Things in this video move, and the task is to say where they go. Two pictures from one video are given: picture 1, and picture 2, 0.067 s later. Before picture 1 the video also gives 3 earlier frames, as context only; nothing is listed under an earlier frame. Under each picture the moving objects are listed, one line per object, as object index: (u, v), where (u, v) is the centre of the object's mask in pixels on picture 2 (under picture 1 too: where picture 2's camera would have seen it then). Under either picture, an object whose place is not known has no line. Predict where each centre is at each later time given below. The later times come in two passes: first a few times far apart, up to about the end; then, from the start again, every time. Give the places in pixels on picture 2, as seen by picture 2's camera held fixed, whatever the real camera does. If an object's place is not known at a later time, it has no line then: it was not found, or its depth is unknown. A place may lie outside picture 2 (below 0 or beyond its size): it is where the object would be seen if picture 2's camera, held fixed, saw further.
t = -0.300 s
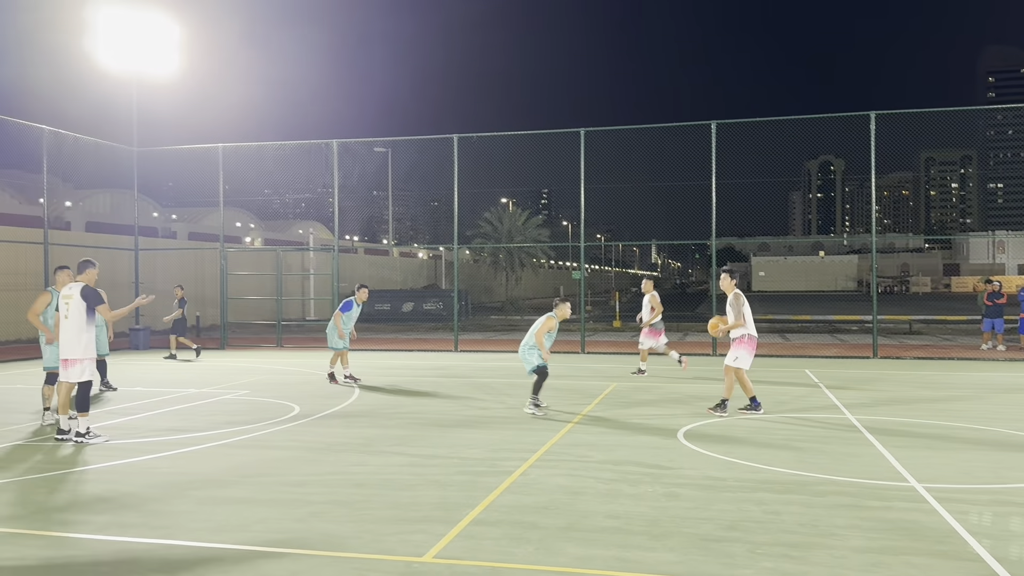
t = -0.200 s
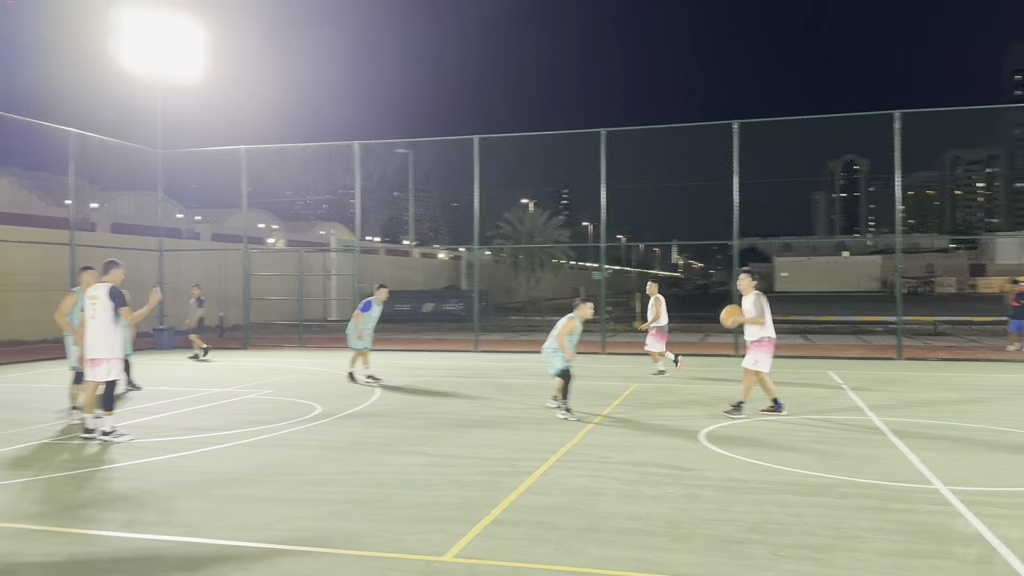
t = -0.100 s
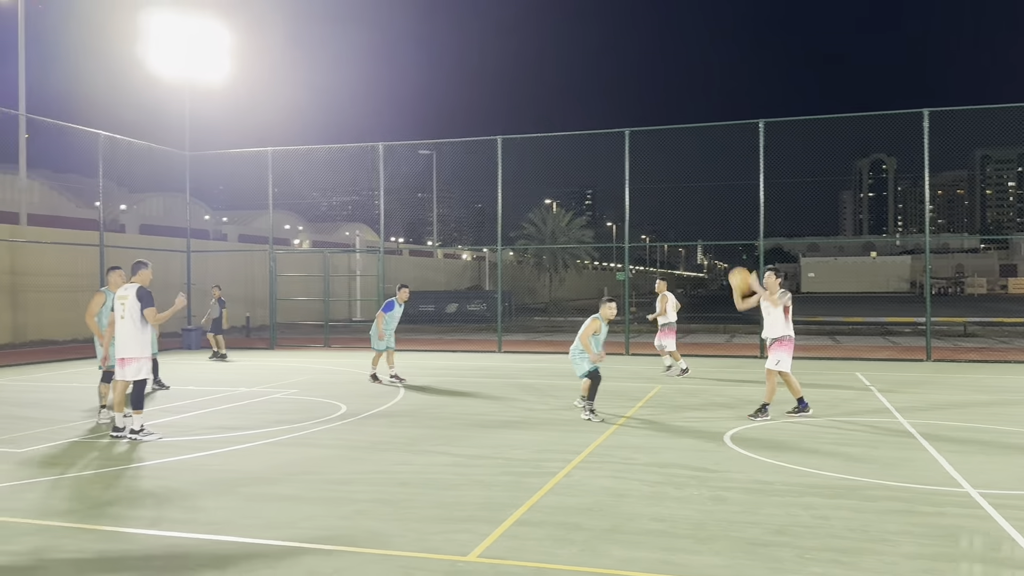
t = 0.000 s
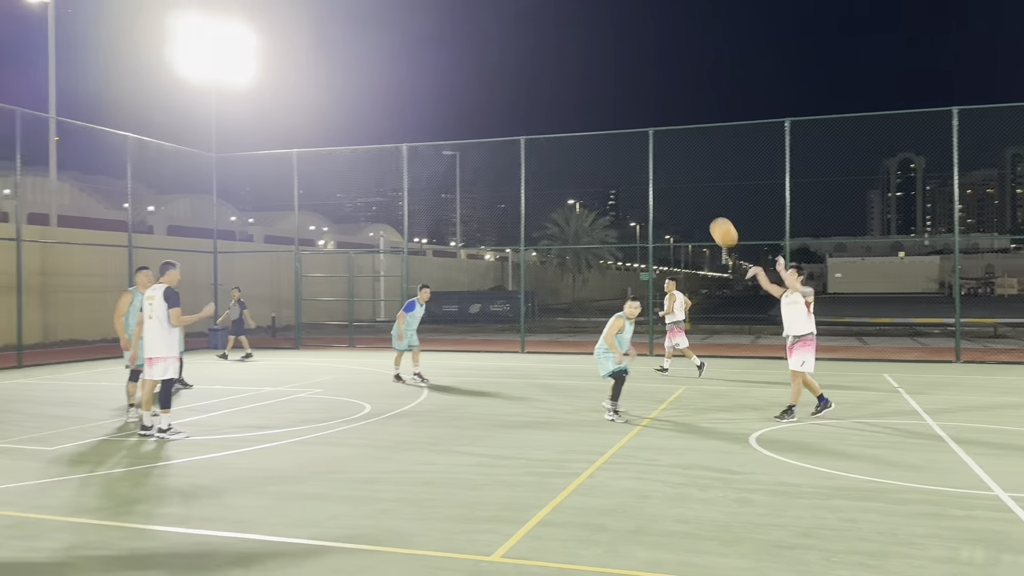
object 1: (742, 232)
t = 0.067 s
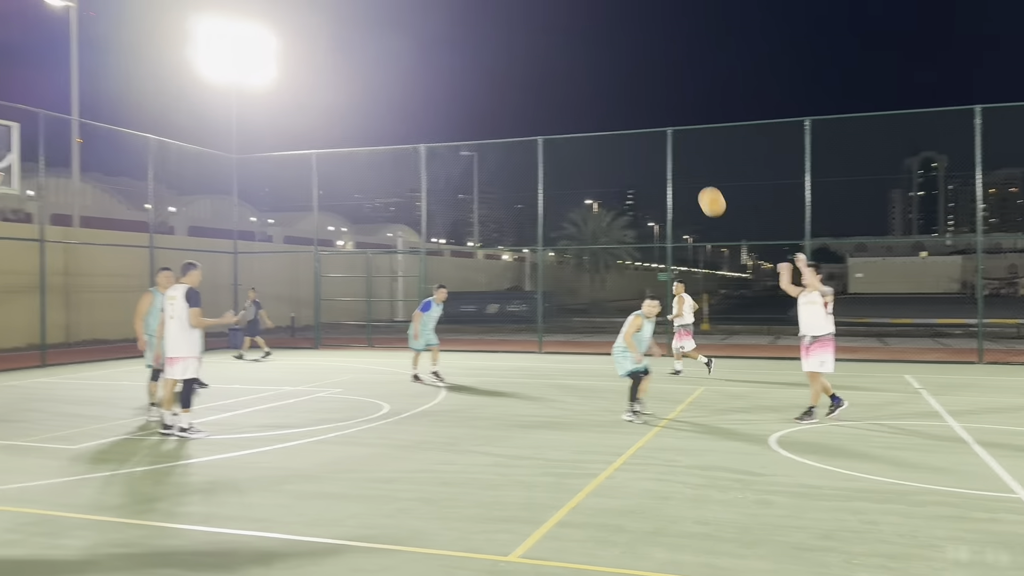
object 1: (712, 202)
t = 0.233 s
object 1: (633, 135)
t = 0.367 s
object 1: (561, 94)
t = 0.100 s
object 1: (697, 188)
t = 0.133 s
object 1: (683, 174)
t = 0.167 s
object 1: (666, 160)
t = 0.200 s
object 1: (651, 148)
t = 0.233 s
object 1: (633, 135)
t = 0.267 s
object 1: (616, 124)
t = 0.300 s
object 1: (599, 113)
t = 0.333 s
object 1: (580, 103)
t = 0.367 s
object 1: (561, 94)
